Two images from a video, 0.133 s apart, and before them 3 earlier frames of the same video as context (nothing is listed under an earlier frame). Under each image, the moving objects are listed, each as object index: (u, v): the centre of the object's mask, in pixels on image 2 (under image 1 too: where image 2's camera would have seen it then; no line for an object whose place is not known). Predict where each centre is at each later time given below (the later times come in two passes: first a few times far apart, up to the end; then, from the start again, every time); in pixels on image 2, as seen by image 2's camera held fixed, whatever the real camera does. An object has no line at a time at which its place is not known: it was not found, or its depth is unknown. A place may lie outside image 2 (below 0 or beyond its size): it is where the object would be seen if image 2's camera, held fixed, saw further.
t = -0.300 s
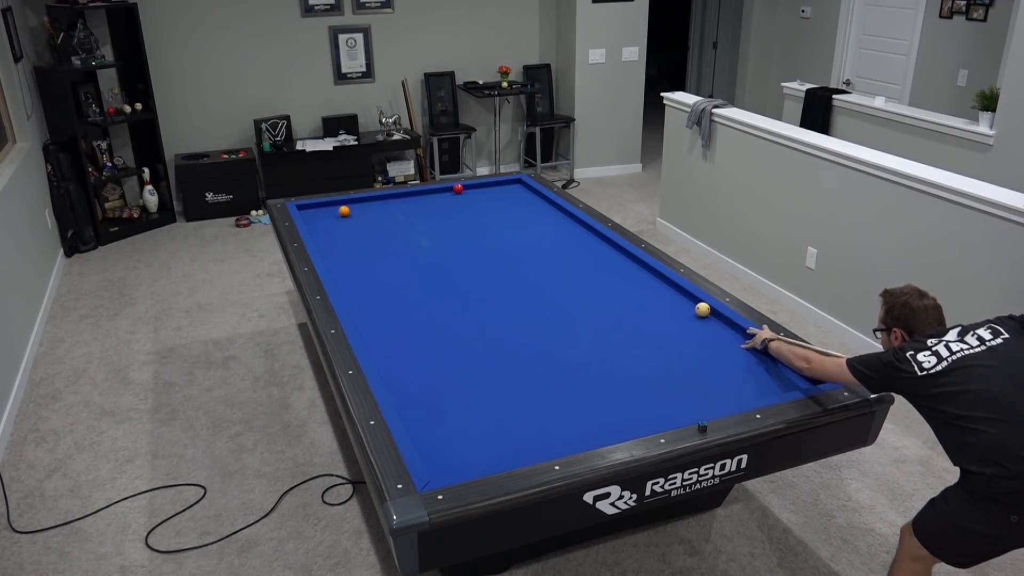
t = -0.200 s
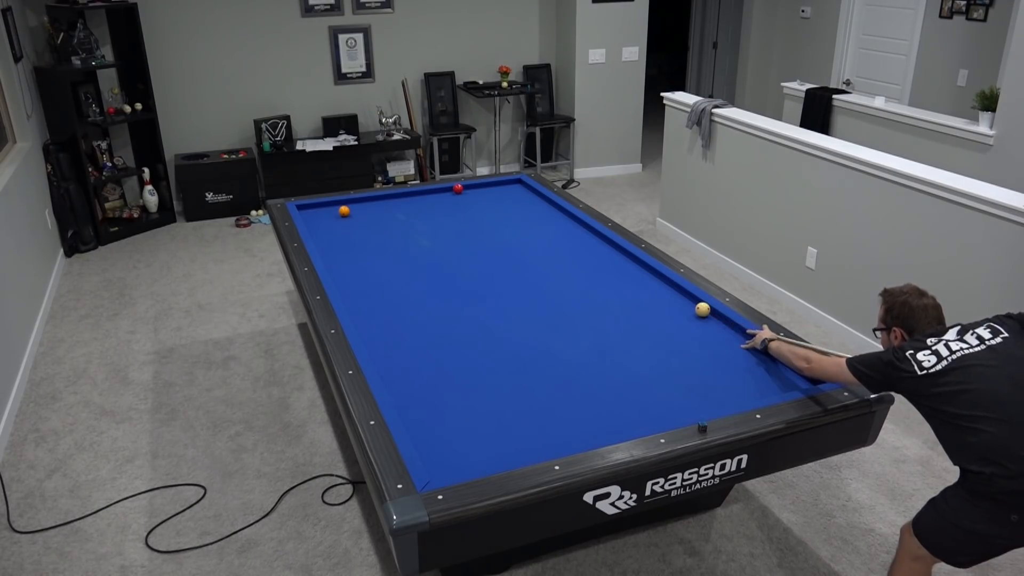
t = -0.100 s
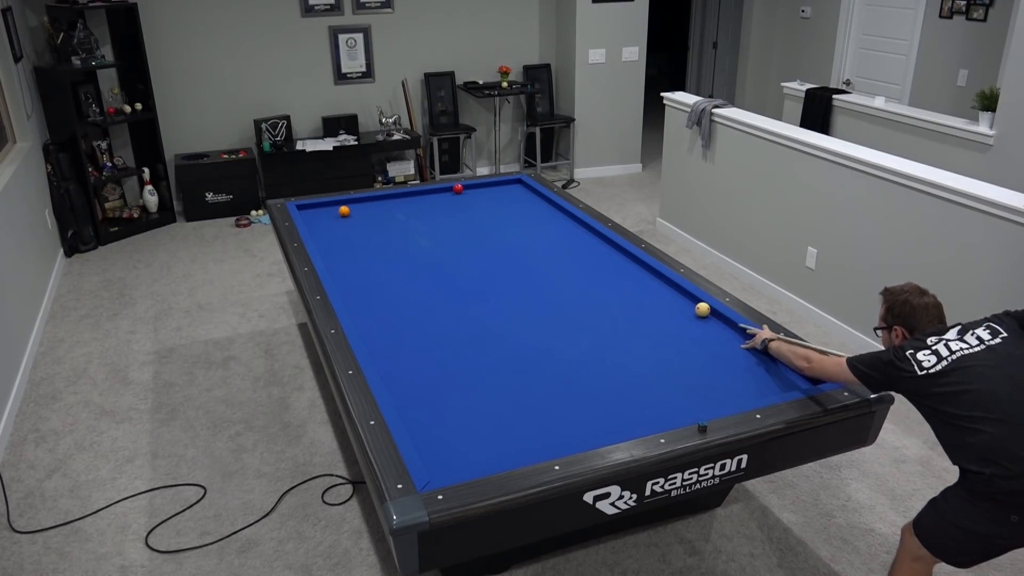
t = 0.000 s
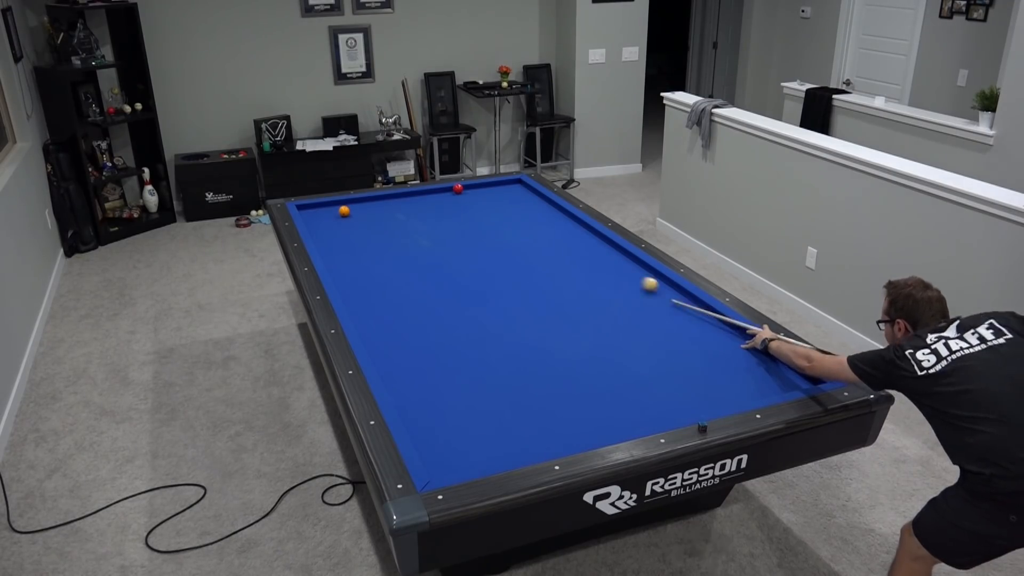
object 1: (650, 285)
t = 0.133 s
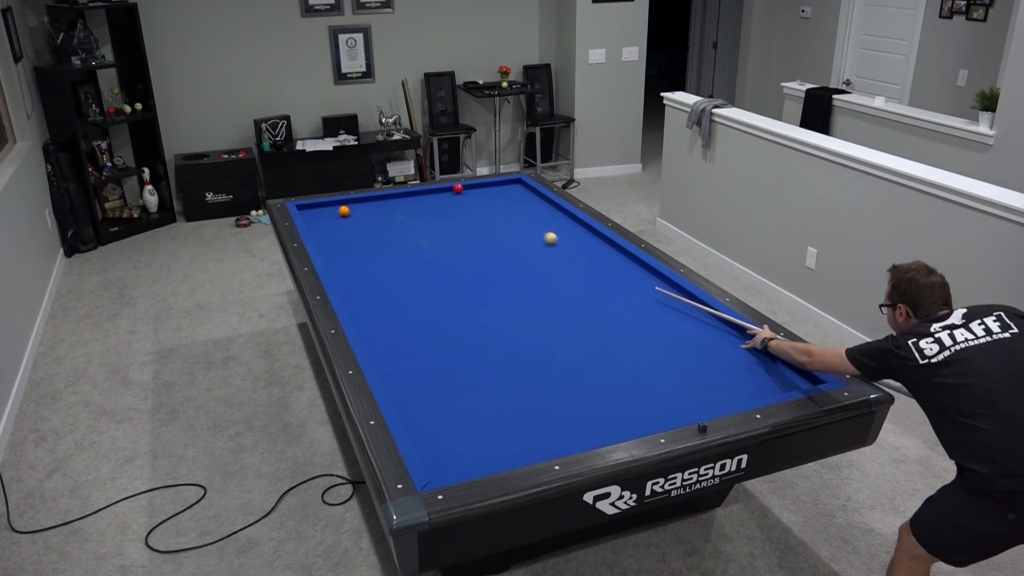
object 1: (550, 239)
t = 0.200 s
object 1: (511, 220)
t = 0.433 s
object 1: (444, 206)
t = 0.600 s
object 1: (445, 244)
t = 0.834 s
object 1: (444, 309)
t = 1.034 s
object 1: (443, 382)
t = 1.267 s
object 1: (427, 453)
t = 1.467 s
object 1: (401, 386)
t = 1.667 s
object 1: (381, 343)
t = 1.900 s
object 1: (363, 309)
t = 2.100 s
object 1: (349, 284)
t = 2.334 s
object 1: (336, 259)
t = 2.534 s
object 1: (326, 241)
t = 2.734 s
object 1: (317, 224)
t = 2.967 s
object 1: (309, 208)
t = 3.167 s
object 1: (317, 214)
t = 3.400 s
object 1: (328, 223)
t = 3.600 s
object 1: (339, 231)
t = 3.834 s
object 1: (351, 241)
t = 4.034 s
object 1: (362, 250)
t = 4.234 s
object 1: (374, 259)
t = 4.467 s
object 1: (388, 271)
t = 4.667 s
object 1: (401, 281)
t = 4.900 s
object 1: (418, 294)
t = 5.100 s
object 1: (432, 306)
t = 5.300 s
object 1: (447, 318)
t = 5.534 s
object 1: (466, 332)
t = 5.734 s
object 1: (483, 346)
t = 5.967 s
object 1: (504, 363)
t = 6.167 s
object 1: (524, 378)
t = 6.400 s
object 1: (548, 397)
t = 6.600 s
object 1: (570, 414)
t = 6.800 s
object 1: (593, 432)
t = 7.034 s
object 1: (590, 423)
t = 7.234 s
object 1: (584, 411)
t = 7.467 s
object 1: (577, 398)
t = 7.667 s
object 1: (572, 388)
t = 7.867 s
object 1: (568, 379)
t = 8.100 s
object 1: (562, 369)
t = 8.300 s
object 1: (558, 361)
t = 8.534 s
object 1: (554, 352)
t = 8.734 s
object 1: (551, 345)
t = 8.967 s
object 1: (547, 338)
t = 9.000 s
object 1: (547, 337)
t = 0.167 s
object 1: (530, 229)
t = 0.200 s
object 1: (511, 220)
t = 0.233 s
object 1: (494, 212)
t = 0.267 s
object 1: (478, 204)
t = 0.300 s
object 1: (463, 197)
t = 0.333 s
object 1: (448, 191)
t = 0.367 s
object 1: (444, 193)
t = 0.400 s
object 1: (444, 199)
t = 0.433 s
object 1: (444, 206)
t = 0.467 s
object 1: (445, 213)
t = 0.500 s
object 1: (445, 220)
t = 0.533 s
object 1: (445, 228)
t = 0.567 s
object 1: (445, 235)
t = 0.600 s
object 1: (445, 244)
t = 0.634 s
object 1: (445, 252)
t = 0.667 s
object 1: (445, 261)
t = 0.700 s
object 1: (445, 269)
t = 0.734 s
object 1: (445, 279)
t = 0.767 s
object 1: (445, 288)
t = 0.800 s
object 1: (445, 298)
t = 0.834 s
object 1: (444, 309)
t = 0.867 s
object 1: (444, 319)
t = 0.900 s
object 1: (444, 331)
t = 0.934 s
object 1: (444, 342)
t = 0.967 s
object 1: (444, 355)
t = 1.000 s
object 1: (443, 368)
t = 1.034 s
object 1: (443, 382)
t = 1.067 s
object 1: (443, 397)
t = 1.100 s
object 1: (442, 413)
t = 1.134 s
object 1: (442, 430)
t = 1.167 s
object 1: (442, 449)
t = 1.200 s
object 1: (441, 467)
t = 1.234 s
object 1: (435, 467)
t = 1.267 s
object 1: (427, 453)
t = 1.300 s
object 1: (421, 439)
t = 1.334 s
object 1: (416, 427)
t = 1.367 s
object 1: (412, 415)
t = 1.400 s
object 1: (408, 405)
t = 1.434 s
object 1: (404, 395)
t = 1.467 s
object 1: (401, 386)
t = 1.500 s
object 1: (397, 377)
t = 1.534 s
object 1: (393, 369)
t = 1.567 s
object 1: (390, 362)
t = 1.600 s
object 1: (387, 355)
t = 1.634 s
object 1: (384, 349)
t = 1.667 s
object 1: (381, 343)
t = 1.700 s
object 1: (378, 338)
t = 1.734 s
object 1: (375, 332)
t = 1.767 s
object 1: (373, 328)
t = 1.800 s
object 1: (370, 323)
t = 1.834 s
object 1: (367, 318)
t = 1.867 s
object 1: (365, 313)
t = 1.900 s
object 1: (363, 309)
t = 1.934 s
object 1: (360, 304)
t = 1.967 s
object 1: (358, 300)
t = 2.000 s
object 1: (356, 296)
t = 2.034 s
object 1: (353, 292)
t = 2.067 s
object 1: (351, 288)
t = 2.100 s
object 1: (349, 284)
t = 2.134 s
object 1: (347, 280)
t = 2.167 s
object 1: (345, 276)
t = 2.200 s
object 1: (343, 273)
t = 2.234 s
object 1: (341, 270)
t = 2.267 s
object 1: (339, 266)
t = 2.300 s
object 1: (338, 263)
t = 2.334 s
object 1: (336, 259)
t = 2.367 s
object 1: (334, 256)
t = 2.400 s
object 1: (333, 253)
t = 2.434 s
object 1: (331, 250)
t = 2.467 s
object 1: (329, 247)
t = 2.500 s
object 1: (328, 244)
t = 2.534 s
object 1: (326, 241)
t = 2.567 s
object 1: (325, 238)
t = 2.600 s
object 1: (323, 235)
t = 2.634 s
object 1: (322, 232)
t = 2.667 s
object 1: (320, 230)
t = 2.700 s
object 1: (319, 227)
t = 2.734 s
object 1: (317, 224)
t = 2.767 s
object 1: (316, 222)
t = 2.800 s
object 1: (315, 219)
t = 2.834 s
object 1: (313, 217)
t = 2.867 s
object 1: (312, 214)
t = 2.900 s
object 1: (311, 212)
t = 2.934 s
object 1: (310, 210)
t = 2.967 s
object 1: (309, 208)
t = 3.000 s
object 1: (308, 206)
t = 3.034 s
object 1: (310, 207)
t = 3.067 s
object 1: (312, 209)
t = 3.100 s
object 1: (314, 211)
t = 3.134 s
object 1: (315, 212)
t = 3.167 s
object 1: (317, 214)
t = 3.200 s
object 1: (319, 215)
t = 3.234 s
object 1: (320, 216)
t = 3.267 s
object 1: (322, 218)
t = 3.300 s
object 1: (324, 219)
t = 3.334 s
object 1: (325, 220)
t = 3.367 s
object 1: (327, 222)
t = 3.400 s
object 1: (328, 223)
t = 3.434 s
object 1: (330, 225)
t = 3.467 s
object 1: (332, 226)
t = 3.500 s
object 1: (334, 227)
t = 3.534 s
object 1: (335, 228)
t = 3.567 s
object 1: (337, 230)
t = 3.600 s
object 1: (339, 231)
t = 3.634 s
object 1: (340, 233)
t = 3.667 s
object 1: (342, 234)
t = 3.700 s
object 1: (344, 235)
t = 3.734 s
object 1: (346, 237)
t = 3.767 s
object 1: (347, 238)
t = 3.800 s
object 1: (349, 240)
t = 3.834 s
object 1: (351, 241)
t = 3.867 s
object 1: (353, 243)
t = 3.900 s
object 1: (355, 244)
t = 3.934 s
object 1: (356, 246)
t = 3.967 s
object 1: (358, 247)
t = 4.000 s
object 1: (360, 249)
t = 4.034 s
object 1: (362, 250)
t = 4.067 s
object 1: (364, 252)
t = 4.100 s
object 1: (366, 253)
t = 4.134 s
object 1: (368, 255)
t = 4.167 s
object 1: (370, 256)
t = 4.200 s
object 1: (372, 258)
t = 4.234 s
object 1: (374, 259)
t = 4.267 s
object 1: (376, 261)
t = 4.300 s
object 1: (378, 263)
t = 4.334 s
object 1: (380, 264)
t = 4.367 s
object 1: (382, 266)
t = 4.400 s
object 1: (384, 268)
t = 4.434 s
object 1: (386, 269)
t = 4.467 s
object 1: (388, 271)
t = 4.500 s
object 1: (390, 273)
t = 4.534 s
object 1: (393, 274)
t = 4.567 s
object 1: (395, 276)
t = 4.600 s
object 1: (397, 278)
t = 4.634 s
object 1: (399, 280)
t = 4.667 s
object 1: (401, 281)
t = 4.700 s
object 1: (404, 283)
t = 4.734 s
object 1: (406, 285)
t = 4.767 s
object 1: (408, 287)
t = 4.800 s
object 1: (411, 288)
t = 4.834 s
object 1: (413, 290)
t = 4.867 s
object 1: (415, 292)
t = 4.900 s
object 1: (418, 294)
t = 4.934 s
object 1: (420, 296)
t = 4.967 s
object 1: (422, 298)
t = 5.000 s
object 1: (425, 300)
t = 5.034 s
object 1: (427, 302)
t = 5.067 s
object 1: (430, 304)
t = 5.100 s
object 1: (432, 306)
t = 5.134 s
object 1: (434, 308)
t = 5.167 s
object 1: (437, 310)
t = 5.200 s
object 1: (440, 311)
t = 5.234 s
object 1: (442, 314)
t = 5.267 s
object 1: (445, 316)
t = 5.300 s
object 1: (447, 318)
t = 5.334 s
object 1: (450, 320)
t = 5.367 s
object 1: (452, 322)
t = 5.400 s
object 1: (455, 324)
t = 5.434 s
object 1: (458, 326)
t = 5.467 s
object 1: (461, 328)
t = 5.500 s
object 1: (463, 330)
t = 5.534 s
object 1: (466, 332)
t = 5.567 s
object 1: (469, 335)
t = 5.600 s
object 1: (472, 337)
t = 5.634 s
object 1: (475, 339)
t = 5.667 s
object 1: (477, 342)
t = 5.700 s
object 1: (480, 344)
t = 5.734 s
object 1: (483, 346)
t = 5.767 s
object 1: (486, 349)
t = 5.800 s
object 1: (489, 351)
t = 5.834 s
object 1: (492, 353)
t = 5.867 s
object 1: (495, 356)
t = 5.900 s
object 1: (498, 358)
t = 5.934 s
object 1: (501, 361)
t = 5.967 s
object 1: (504, 363)
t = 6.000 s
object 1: (507, 365)
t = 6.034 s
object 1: (511, 368)
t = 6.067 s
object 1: (514, 371)
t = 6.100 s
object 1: (517, 373)
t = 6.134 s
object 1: (520, 376)
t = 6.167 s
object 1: (524, 378)
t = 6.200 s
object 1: (527, 381)
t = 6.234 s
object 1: (530, 384)
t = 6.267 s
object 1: (534, 386)
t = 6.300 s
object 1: (537, 389)
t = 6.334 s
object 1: (541, 392)
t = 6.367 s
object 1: (544, 394)
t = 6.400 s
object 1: (548, 397)
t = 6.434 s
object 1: (551, 400)
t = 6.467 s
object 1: (555, 403)
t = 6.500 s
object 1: (558, 406)
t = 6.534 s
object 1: (562, 409)
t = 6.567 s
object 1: (566, 412)
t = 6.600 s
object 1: (570, 414)
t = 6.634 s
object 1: (573, 418)
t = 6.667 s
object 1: (577, 421)
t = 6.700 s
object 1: (581, 424)
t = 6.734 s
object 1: (585, 427)
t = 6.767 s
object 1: (589, 430)
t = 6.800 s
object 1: (593, 432)
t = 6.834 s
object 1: (597, 434)
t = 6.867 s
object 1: (596, 433)
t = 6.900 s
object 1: (594, 431)
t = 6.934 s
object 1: (593, 429)
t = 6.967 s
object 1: (592, 427)
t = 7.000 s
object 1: (591, 425)
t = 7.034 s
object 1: (590, 423)
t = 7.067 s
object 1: (589, 421)
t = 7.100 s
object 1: (588, 419)
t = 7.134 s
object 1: (587, 417)
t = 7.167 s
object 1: (586, 415)
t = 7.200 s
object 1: (585, 413)
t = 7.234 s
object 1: (584, 411)
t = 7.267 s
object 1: (583, 409)
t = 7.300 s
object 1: (582, 407)
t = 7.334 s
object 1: (581, 406)
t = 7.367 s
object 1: (580, 404)
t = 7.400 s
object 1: (579, 402)
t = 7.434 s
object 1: (578, 400)
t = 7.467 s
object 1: (577, 398)
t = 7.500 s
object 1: (576, 397)
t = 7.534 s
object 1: (576, 395)
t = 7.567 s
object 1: (575, 393)
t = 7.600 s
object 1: (574, 392)
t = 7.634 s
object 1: (573, 390)
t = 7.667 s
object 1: (572, 388)
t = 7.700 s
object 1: (571, 387)
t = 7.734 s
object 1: (571, 385)
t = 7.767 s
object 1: (570, 384)
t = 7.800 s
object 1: (569, 382)
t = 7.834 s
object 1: (568, 381)
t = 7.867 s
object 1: (568, 379)
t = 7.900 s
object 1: (567, 378)
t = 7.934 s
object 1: (566, 376)
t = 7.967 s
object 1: (565, 375)
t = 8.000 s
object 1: (564, 373)
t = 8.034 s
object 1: (564, 372)
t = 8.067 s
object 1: (563, 370)
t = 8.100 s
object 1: (562, 369)
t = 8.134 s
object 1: (562, 368)
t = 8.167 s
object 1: (561, 366)
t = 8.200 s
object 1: (560, 365)
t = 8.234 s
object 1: (560, 364)
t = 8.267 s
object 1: (559, 362)
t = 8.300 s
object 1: (558, 361)
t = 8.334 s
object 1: (558, 360)
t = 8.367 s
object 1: (557, 358)
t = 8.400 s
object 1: (556, 357)
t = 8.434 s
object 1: (556, 356)
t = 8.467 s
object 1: (555, 355)
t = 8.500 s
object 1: (555, 354)
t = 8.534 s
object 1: (554, 352)
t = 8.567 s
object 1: (554, 351)
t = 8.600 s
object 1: (553, 350)
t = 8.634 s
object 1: (552, 349)
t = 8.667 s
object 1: (552, 348)
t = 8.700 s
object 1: (551, 346)
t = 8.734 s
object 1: (551, 345)
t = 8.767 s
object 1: (550, 344)
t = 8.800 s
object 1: (550, 343)
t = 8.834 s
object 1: (549, 342)
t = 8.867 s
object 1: (549, 341)
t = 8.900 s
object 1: (548, 340)
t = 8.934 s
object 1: (548, 339)
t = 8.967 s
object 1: (547, 338)
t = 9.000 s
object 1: (547, 337)
